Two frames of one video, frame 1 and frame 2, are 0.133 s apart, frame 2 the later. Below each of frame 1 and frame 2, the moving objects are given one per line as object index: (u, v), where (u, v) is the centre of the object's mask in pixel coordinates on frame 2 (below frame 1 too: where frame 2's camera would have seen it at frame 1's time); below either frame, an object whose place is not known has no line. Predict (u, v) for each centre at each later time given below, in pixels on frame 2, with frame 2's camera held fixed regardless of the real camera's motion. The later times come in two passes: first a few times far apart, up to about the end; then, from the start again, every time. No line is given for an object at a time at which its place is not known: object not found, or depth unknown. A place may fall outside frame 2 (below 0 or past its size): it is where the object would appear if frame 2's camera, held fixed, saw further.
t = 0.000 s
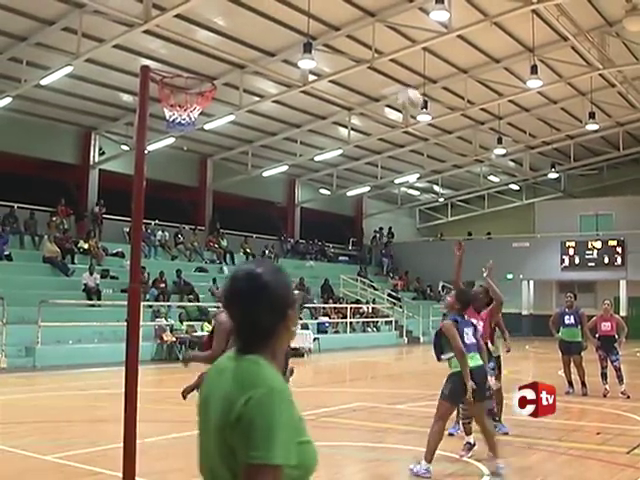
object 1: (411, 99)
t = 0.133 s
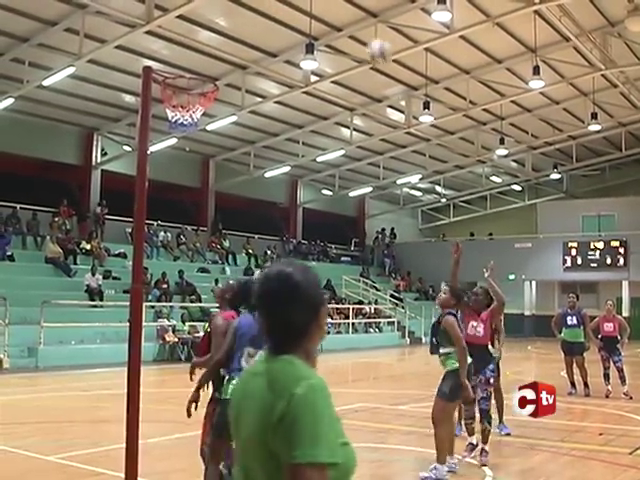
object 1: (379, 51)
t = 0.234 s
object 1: (352, 22)
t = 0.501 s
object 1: (275, 6)
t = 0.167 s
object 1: (370, 40)
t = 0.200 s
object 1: (363, 32)
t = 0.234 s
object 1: (352, 22)
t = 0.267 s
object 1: (343, 18)
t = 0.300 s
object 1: (335, 10)
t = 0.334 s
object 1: (327, 9)
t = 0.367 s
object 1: (317, 7)
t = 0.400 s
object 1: (306, 6)
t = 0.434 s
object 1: (297, 6)
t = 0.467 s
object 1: (284, 6)
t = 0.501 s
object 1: (275, 6)
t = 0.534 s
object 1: (264, 8)
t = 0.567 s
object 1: (253, 11)
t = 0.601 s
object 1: (240, 18)
